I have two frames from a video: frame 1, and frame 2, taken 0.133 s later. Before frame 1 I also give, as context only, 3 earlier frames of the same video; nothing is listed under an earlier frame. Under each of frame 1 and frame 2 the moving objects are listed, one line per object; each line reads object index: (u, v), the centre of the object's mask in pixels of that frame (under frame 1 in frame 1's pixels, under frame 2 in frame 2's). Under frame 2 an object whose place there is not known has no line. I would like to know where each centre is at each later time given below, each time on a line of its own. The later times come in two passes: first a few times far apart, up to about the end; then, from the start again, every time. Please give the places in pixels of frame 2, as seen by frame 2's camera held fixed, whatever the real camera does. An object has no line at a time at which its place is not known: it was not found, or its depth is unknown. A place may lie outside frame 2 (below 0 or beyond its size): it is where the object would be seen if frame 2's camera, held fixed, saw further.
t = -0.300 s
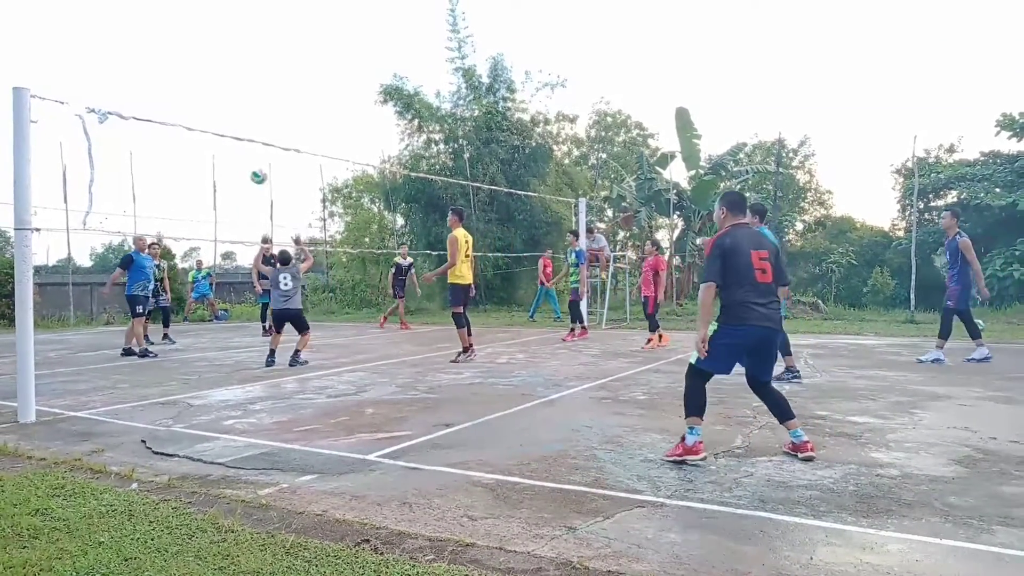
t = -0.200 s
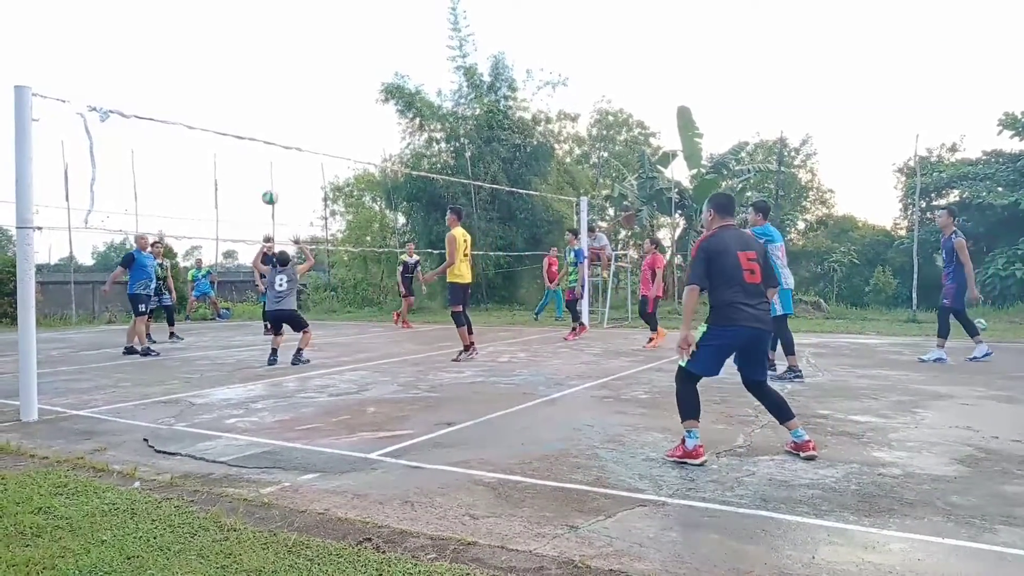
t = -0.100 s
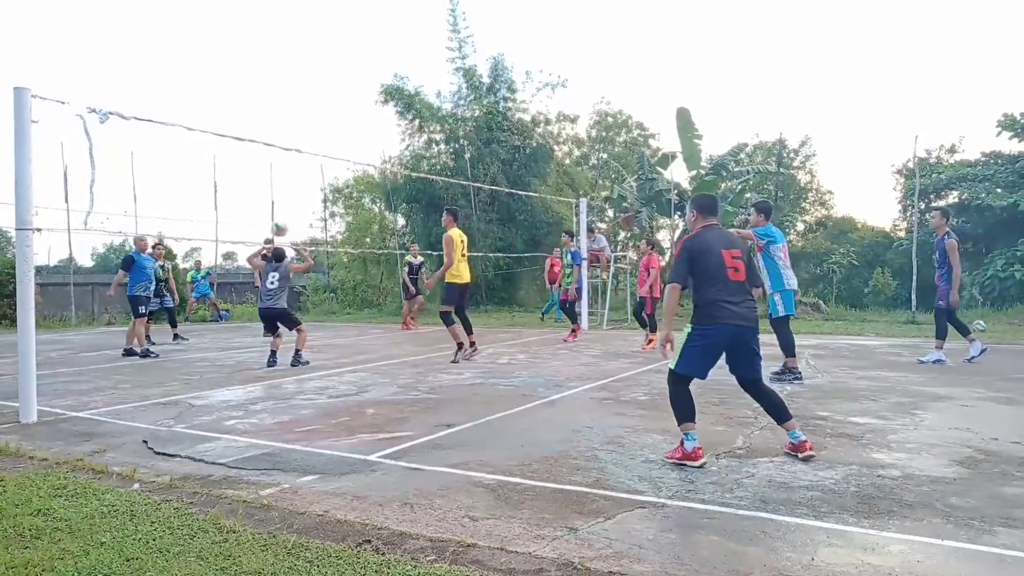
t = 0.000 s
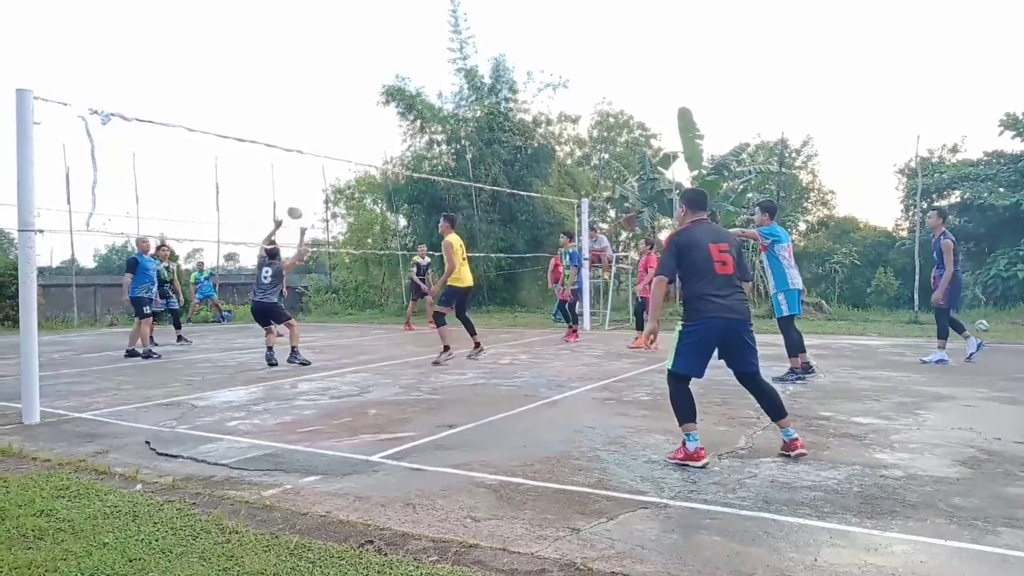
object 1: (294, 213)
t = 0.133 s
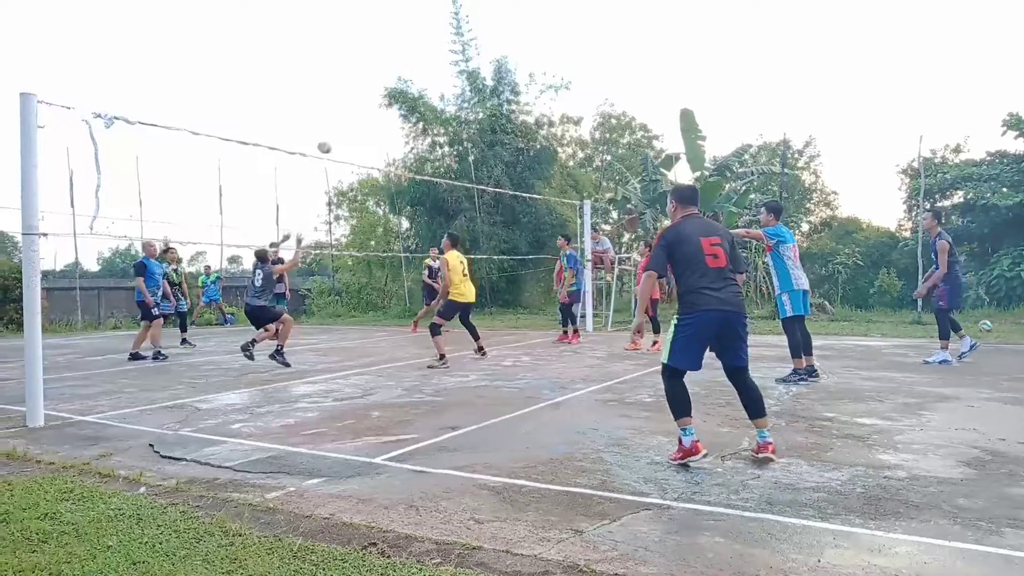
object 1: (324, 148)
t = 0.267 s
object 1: (349, 99)
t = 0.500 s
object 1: (390, 50)
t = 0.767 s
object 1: (432, 43)
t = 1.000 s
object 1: (474, 77)
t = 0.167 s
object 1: (330, 134)
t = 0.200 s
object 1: (337, 122)
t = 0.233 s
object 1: (342, 110)
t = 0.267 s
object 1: (349, 99)
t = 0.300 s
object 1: (356, 89)
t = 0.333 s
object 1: (362, 80)
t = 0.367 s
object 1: (367, 72)
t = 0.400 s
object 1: (373, 66)
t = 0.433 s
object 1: (379, 60)
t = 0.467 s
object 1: (385, 55)
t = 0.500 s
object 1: (390, 50)
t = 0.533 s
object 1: (395, 47)
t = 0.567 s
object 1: (401, 44)
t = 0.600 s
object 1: (408, 42)
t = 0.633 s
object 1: (412, 41)
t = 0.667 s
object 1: (416, 40)
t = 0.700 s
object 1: (424, 42)
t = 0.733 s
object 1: (428, 42)
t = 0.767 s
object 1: (432, 43)
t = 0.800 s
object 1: (438, 46)
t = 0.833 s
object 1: (443, 49)
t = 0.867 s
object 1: (447, 52)
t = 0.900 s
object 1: (453, 57)
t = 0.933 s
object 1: (456, 62)
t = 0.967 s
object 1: (461, 67)
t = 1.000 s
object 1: (474, 77)
